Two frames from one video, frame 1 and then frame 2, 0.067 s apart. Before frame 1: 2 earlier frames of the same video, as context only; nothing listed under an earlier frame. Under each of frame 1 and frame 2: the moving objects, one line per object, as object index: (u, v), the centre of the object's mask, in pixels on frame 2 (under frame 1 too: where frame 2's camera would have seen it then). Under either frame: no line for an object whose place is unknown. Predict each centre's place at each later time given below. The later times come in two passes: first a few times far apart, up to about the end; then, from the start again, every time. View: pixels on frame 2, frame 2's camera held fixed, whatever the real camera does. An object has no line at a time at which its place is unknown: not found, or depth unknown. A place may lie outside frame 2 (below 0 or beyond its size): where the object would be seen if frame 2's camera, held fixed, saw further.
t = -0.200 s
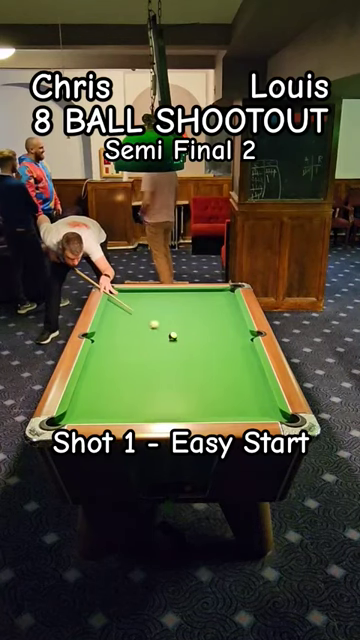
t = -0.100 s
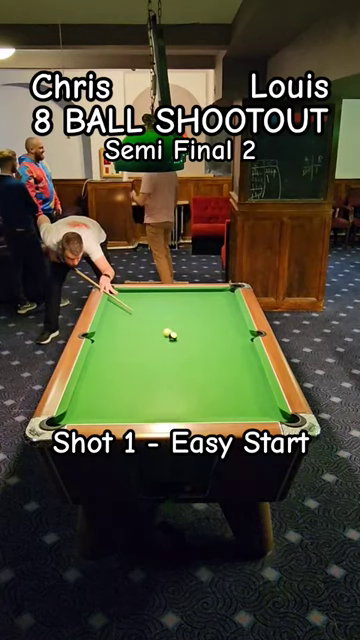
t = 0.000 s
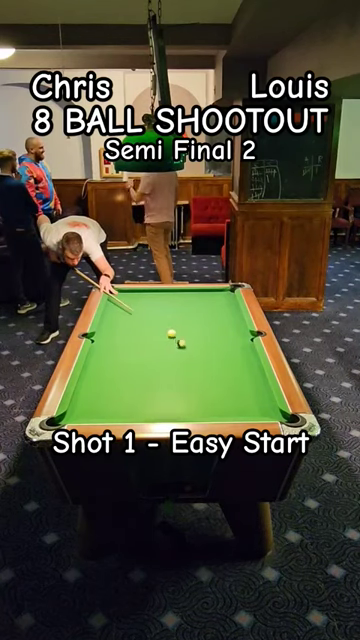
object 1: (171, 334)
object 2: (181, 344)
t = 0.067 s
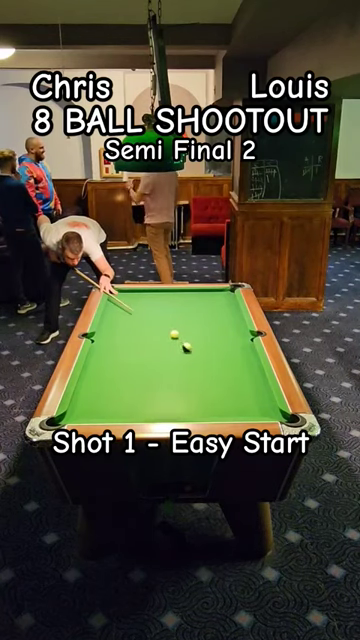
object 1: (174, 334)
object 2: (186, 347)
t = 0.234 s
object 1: (182, 336)
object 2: (200, 358)
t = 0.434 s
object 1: (190, 339)
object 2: (218, 373)
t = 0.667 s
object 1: (199, 342)
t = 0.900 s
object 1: (208, 344)
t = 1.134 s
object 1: (216, 346)
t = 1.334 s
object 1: (222, 348)
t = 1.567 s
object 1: (228, 350)
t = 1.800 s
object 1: (234, 352)
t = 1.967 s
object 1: (237, 353)
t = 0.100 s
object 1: (176, 335)
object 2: (189, 350)
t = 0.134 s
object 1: (177, 335)
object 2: (192, 351)
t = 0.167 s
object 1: (179, 336)
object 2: (194, 354)
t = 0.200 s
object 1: (180, 336)
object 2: (197, 356)
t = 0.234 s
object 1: (182, 336)
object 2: (200, 358)
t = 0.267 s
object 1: (183, 337)
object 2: (203, 361)
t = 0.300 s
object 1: (184, 337)
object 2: (205, 363)
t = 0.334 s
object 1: (186, 338)
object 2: (209, 365)
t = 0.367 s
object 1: (187, 338)
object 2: (211, 368)
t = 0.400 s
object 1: (189, 339)
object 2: (214, 369)
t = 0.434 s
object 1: (190, 339)
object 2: (218, 373)
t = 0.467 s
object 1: (191, 339)
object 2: (220, 375)
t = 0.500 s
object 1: (193, 340)
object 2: (224, 377)
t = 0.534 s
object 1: (194, 340)
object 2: (228, 380)
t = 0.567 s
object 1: (196, 340)
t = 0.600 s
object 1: (197, 341)
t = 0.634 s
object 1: (198, 341)
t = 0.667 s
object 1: (199, 342)
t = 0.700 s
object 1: (201, 342)
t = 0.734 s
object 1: (202, 342)
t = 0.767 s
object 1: (203, 343)
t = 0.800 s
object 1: (204, 343)
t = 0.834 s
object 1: (205, 343)
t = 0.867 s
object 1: (207, 344)
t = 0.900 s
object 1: (208, 344)
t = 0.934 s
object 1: (209, 344)
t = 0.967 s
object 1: (210, 345)
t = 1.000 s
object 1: (211, 345)
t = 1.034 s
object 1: (212, 346)
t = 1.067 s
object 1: (214, 346)
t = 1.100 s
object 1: (215, 346)
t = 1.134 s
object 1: (216, 346)
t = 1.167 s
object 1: (217, 347)
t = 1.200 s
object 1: (218, 347)
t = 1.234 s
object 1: (219, 347)
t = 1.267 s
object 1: (220, 348)
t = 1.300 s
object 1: (221, 348)
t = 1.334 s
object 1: (222, 348)
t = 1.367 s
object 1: (223, 349)
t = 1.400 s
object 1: (224, 349)
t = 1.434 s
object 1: (225, 349)
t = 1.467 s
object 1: (225, 349)
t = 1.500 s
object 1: (226, 349)
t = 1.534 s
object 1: (227, 350)
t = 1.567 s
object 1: (228, 350)
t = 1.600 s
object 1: (229, 350)
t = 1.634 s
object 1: (230, 351)
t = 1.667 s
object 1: (231, 351)
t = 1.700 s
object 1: (231, 351)
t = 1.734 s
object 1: (232, 351)
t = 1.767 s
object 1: (233, 352)
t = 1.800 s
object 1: (234, 352)
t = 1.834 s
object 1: (234, 352)
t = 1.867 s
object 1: (235, 352)
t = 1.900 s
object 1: (235, 352)
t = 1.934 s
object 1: (236, 352)
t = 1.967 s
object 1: (237, 353)
